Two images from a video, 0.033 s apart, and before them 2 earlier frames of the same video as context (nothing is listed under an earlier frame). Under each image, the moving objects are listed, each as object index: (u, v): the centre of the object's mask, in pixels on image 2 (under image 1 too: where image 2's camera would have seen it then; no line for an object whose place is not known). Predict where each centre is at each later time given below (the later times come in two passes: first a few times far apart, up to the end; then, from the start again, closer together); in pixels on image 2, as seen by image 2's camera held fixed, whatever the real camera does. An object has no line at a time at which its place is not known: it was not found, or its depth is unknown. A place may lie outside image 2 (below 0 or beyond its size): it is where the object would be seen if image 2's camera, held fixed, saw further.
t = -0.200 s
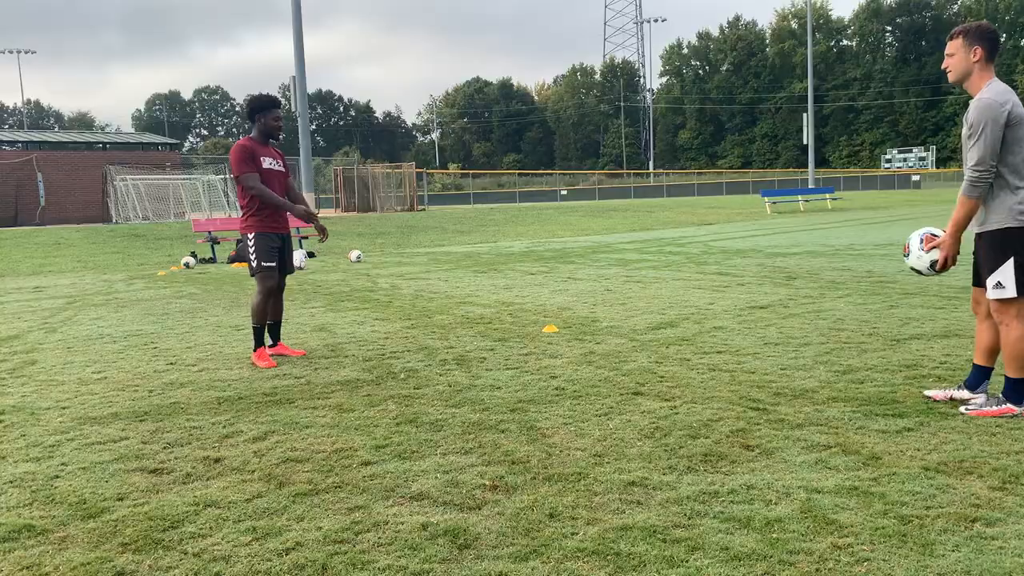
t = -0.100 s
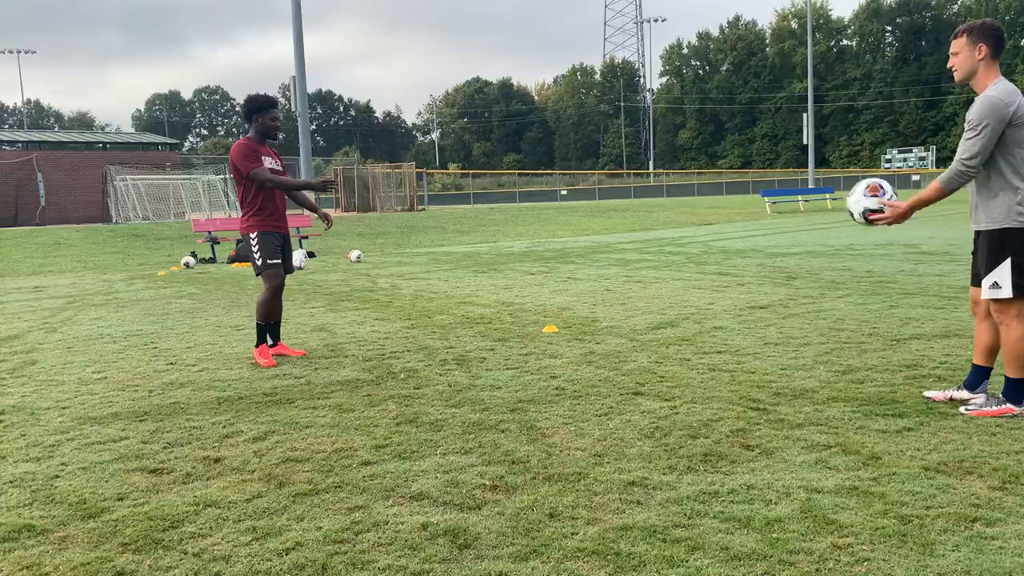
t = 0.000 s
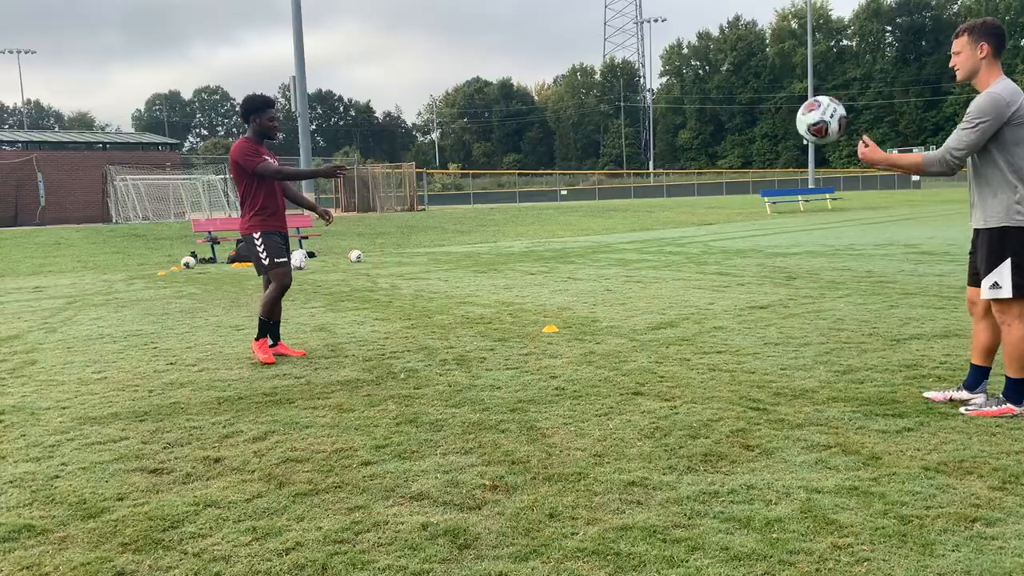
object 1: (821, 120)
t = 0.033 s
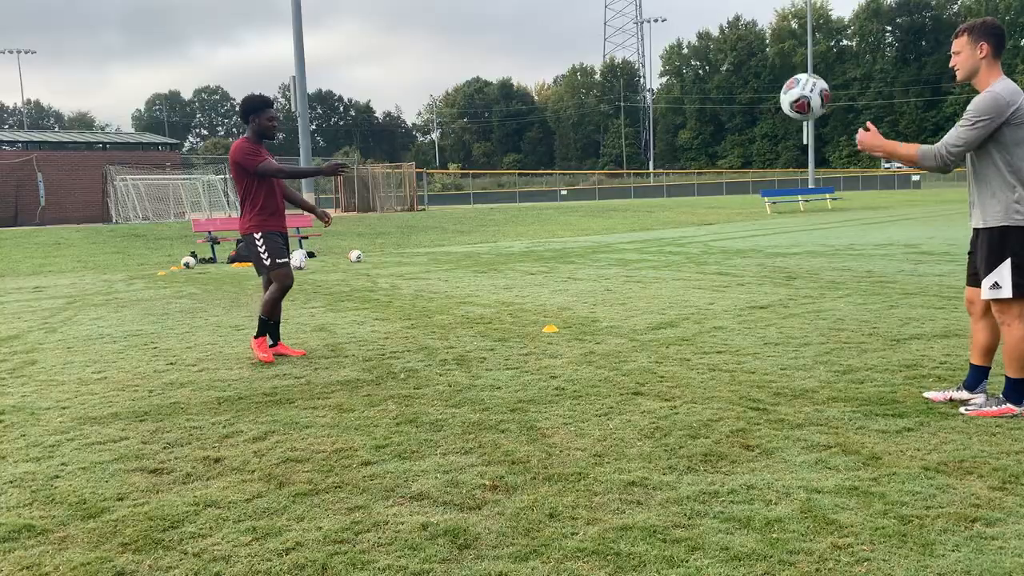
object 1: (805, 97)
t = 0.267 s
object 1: (698, 15)
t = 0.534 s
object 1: (595, 49)
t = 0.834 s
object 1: (502, 236)
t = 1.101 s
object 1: (447, 287)
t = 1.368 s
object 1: (412, 225)
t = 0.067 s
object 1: (789, 77)
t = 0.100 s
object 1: (773, 59)
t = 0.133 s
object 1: (757, 44)
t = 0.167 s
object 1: (742, 31)
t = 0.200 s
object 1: (728, 22)
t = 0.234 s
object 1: (713, 17)
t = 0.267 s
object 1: (698, 15)
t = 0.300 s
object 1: (684, 13)
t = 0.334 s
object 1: (671, 13)
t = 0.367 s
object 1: (657, 14)
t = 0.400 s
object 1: (644, 16)
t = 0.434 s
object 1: (632, 20)
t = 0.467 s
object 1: (619, 27)
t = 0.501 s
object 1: (607, 38)
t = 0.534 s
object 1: (595, 49)
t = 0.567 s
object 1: (583, 63)
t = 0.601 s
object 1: (573, 80)
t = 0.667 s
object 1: (551, 117)
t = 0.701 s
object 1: (541, 138)
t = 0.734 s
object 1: (530, 160)
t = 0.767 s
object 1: (521, 184)
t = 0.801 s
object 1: (512, 209)
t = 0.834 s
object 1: (502, 236)
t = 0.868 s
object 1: (493, 263)
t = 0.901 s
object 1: (485, 293)
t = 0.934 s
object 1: (477, 323)
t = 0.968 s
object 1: (469, 354)
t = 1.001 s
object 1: (463, 340)
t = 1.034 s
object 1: (458, 320)
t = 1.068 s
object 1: (452, 302)
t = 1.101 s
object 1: (447, 287)
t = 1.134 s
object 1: (442, 273)
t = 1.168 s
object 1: (437, 261)
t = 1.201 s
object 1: (433, 250)
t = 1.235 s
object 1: (428, 242)
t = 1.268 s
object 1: (424, 235)
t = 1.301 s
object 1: (419, 230)
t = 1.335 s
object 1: (416, 227)
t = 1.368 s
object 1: (412, 225)
